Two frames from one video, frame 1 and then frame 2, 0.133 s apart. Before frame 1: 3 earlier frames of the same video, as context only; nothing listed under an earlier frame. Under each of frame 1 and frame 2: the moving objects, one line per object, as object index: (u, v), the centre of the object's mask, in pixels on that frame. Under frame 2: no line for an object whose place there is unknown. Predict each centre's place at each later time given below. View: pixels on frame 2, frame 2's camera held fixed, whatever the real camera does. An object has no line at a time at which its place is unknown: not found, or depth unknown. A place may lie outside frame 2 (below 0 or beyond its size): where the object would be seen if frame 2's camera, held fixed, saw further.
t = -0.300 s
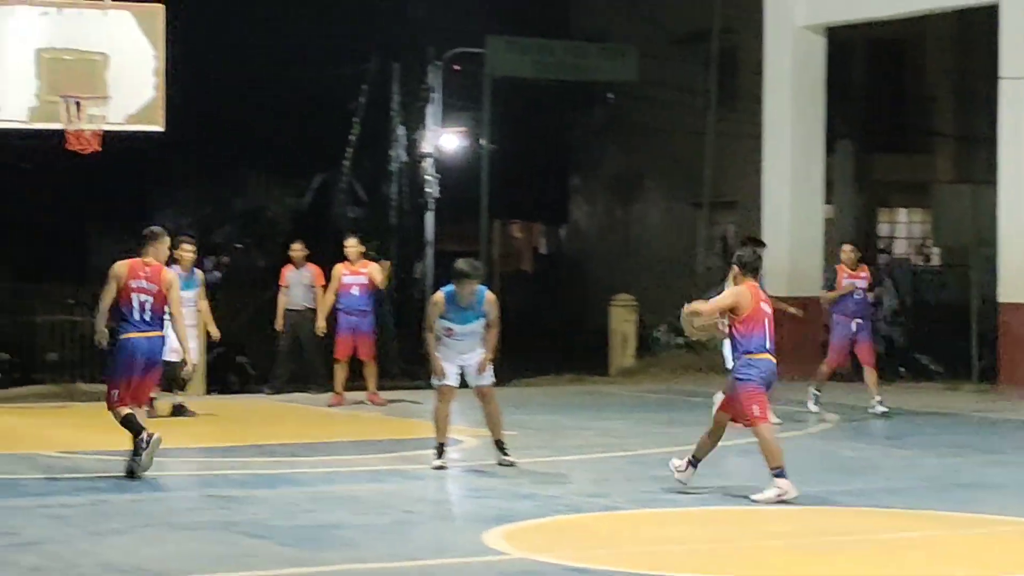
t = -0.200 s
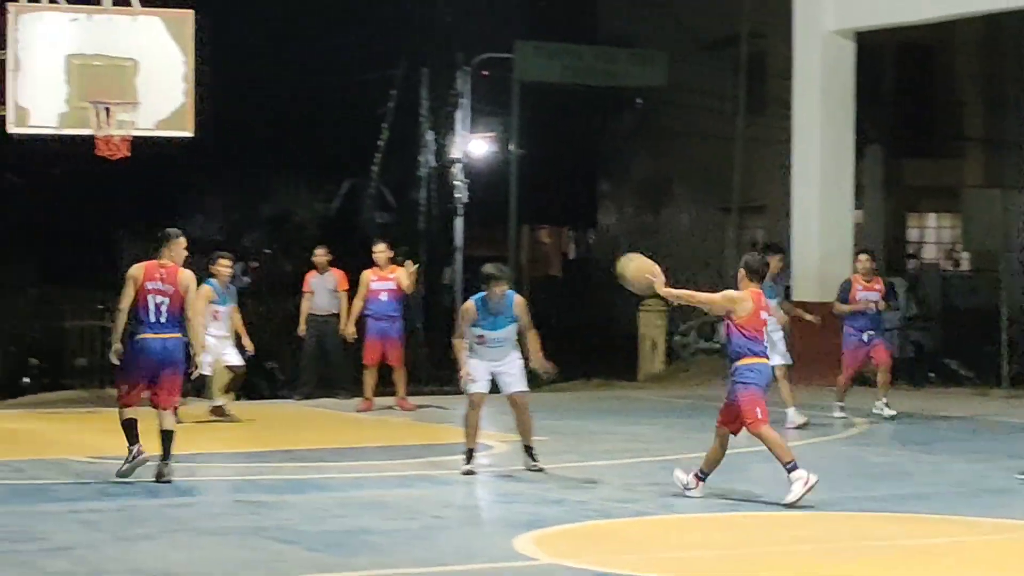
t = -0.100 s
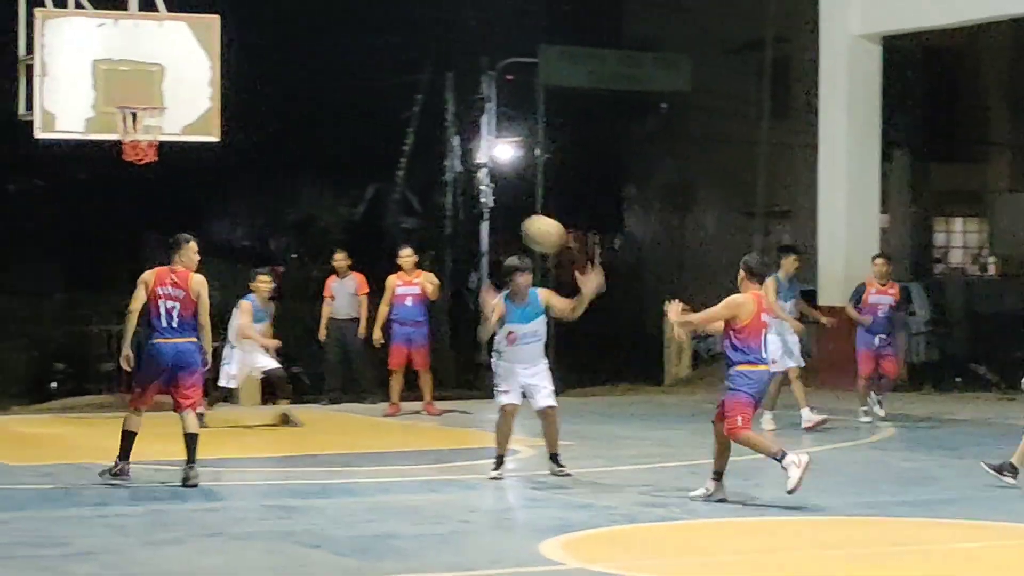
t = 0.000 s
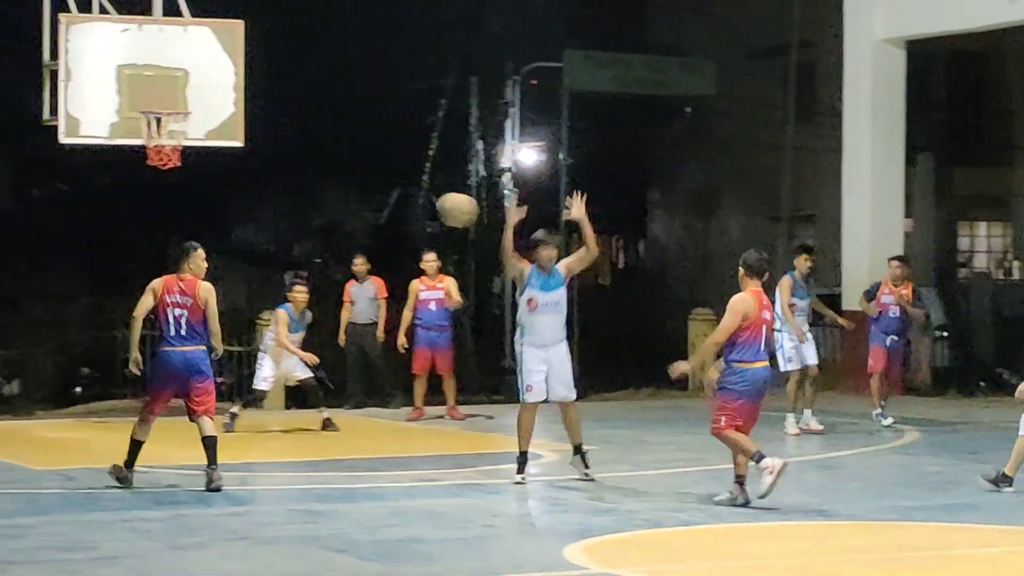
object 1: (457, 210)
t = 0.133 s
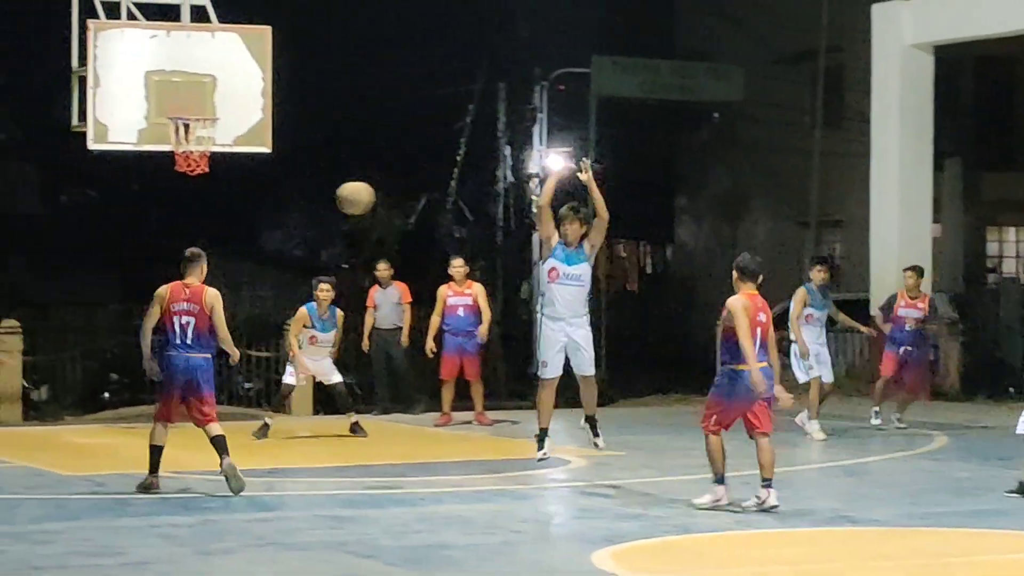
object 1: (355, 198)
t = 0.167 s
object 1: (326, 197)
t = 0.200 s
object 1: (297, 197)
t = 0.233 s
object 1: (270, 198)
